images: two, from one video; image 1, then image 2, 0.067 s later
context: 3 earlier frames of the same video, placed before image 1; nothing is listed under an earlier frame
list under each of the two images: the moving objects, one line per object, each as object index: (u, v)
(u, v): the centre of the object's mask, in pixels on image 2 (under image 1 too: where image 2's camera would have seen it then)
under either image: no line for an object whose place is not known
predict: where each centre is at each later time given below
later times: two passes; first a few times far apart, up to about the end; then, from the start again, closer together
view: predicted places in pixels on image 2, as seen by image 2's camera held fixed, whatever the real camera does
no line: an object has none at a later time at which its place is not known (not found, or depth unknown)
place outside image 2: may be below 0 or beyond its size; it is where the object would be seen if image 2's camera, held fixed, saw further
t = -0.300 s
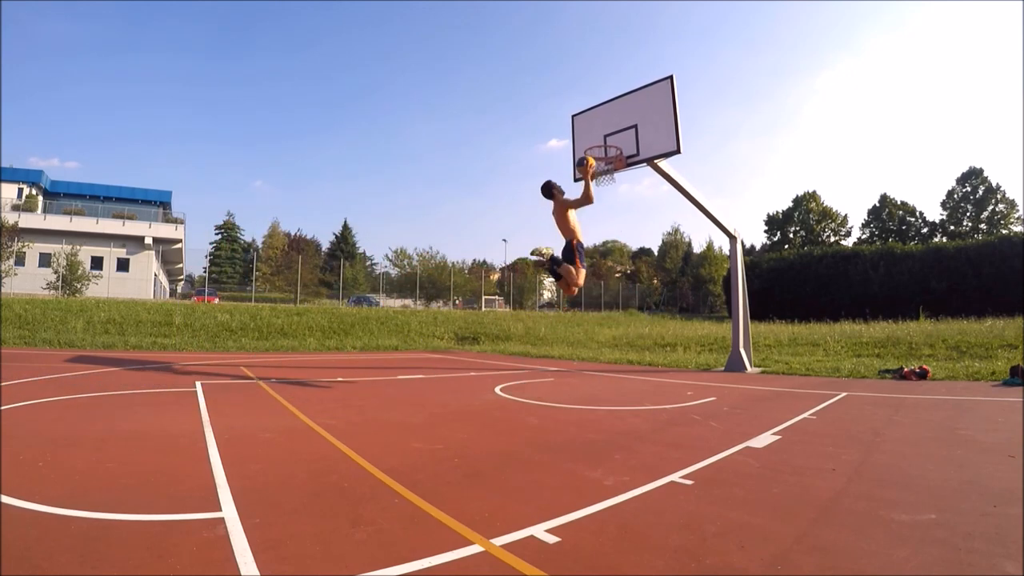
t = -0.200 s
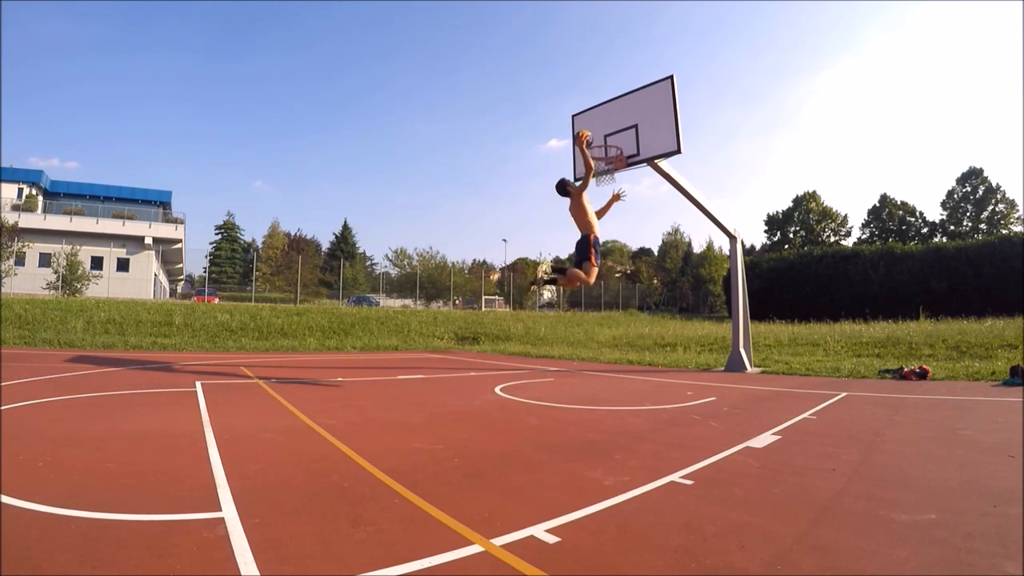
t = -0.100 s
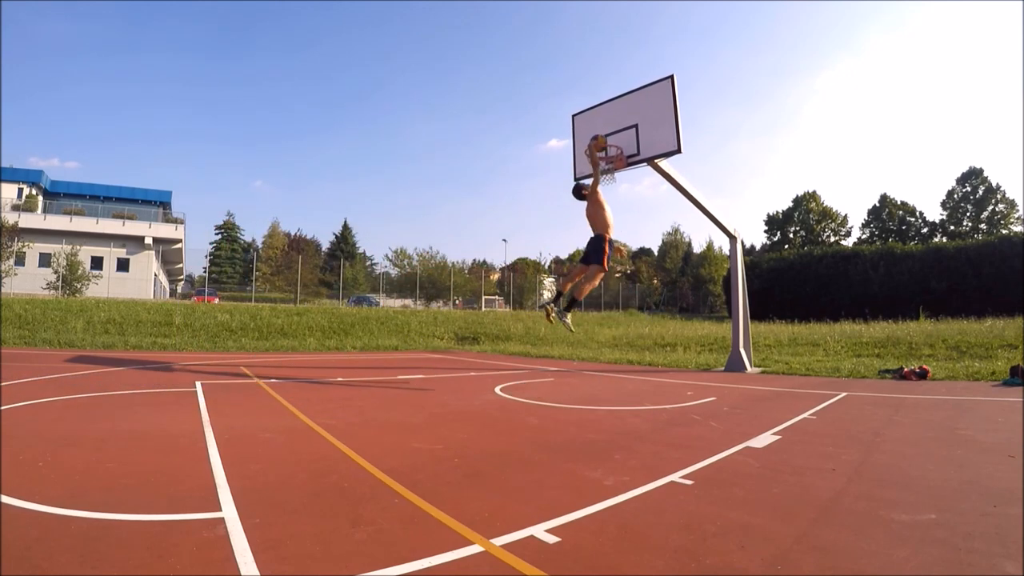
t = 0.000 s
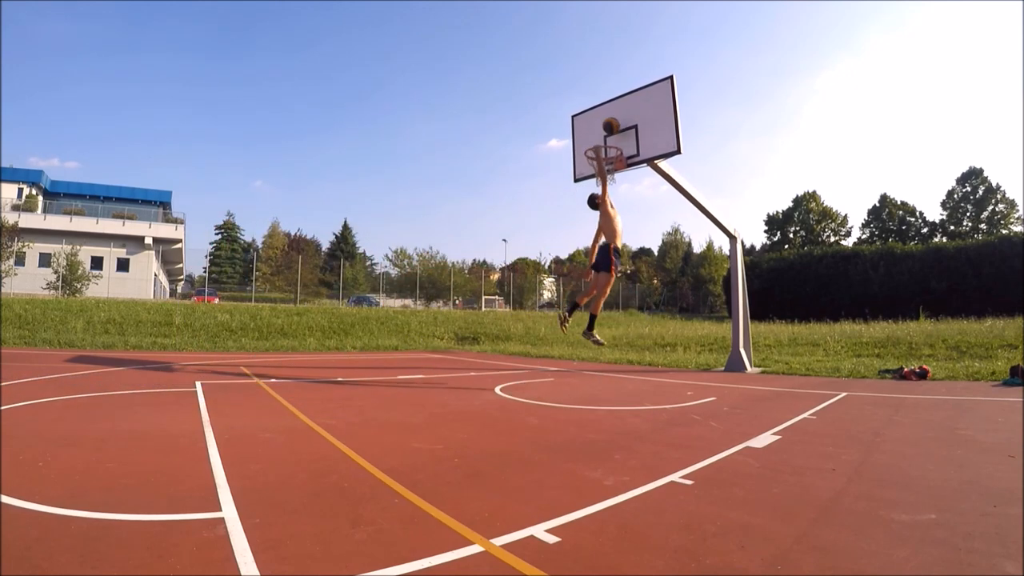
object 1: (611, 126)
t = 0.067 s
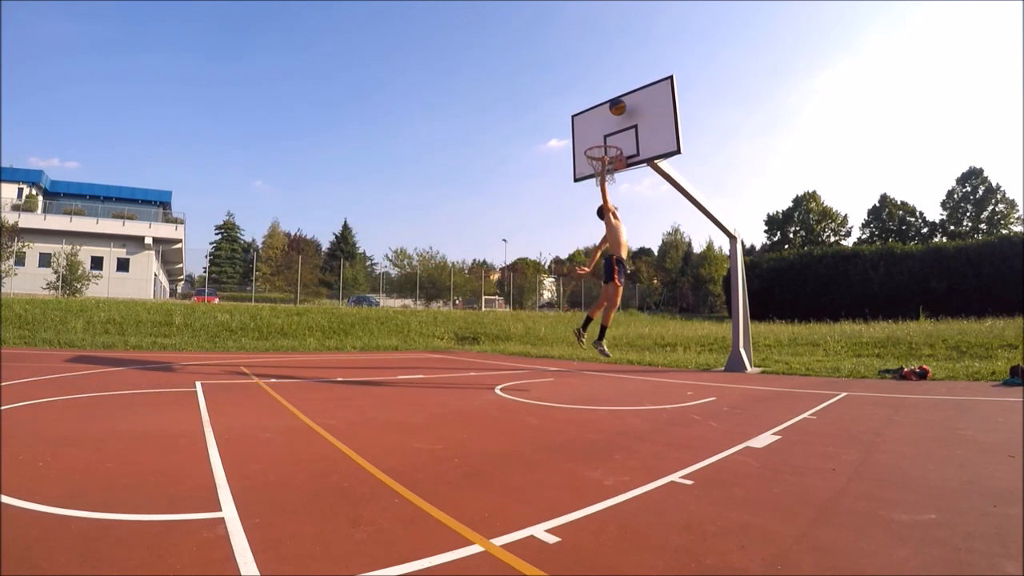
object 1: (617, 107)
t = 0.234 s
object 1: (634, 72)
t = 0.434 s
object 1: (657, 55)
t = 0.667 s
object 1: (688, 68)
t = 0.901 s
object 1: (727, 126)
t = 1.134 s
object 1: (774, 249)
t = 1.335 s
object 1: (805, 382)
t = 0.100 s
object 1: (621, 99)
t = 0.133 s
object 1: (624, 91)
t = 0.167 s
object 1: (627, 84)
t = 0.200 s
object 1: (630, 78)
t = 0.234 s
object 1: (634, 72)
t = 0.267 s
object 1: (638, 68)
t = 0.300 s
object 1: (641, 64)
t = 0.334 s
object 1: (645, 60)
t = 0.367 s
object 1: (649, 58)
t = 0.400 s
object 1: (652, 56)
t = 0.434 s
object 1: (657, 55)
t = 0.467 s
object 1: (661, 54)
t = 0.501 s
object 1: (665, 55)
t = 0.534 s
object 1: (669, 56)
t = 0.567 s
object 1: (674, 57)
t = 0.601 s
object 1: (678, 60)
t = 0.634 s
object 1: (683, 63)
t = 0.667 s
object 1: (688, 68)
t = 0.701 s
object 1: (693, 73)
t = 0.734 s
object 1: (698, 79)
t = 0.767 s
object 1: (704, 86)
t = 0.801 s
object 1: (709, 94)
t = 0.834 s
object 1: (715, 104)
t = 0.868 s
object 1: (721, 114)
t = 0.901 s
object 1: (727, 126)
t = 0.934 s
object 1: (733, 139)
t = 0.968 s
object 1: (740, 153)
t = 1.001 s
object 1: (746, 169)
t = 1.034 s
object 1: (753, 187)
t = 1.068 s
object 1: (760, 206)
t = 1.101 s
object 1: (767, 227)
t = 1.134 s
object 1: (774, 249)
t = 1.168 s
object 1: (779, 273)
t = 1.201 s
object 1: (785, 299)
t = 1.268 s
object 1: (795, 357)
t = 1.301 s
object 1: (800, 387)
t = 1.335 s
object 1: (805, 382)
